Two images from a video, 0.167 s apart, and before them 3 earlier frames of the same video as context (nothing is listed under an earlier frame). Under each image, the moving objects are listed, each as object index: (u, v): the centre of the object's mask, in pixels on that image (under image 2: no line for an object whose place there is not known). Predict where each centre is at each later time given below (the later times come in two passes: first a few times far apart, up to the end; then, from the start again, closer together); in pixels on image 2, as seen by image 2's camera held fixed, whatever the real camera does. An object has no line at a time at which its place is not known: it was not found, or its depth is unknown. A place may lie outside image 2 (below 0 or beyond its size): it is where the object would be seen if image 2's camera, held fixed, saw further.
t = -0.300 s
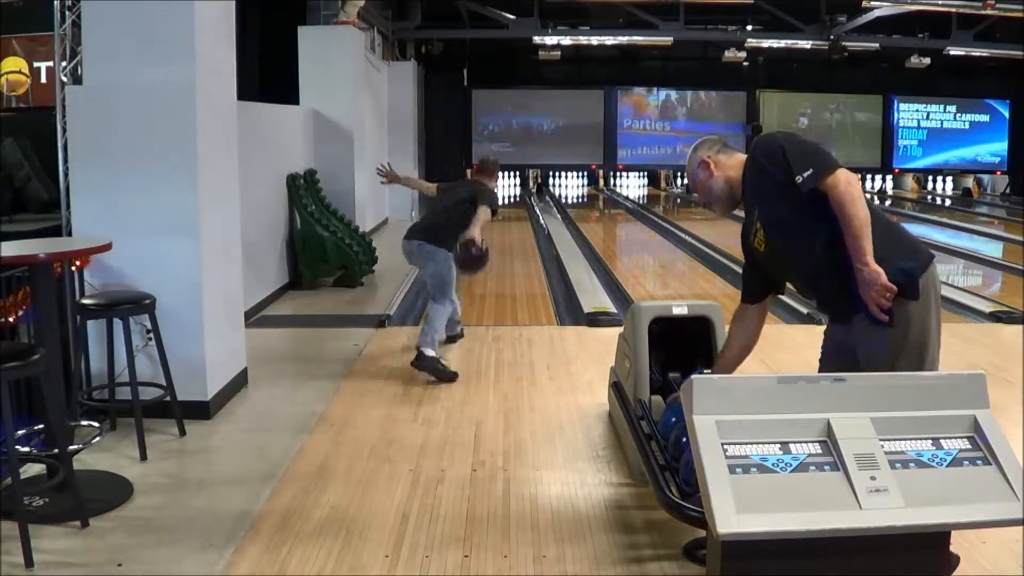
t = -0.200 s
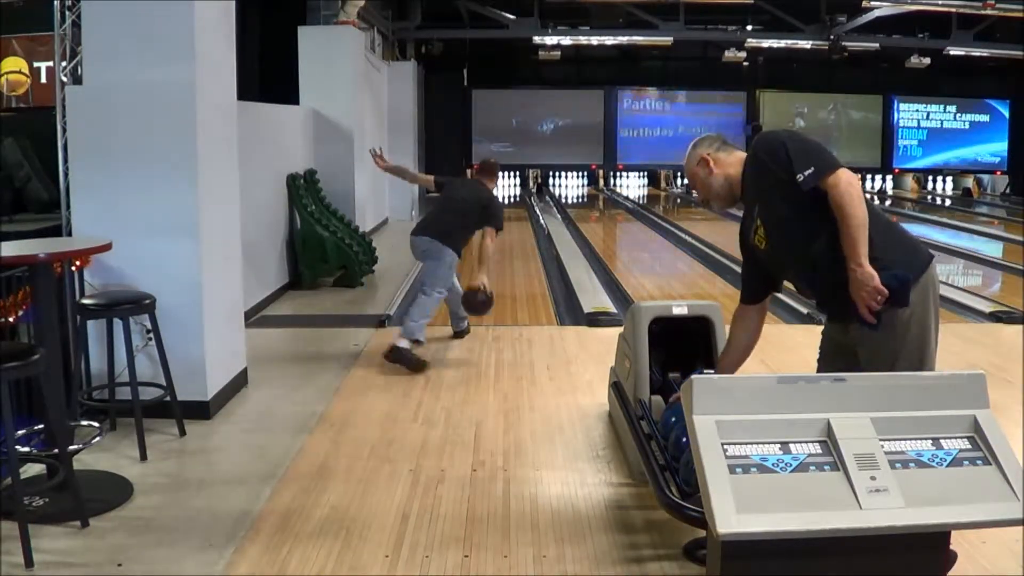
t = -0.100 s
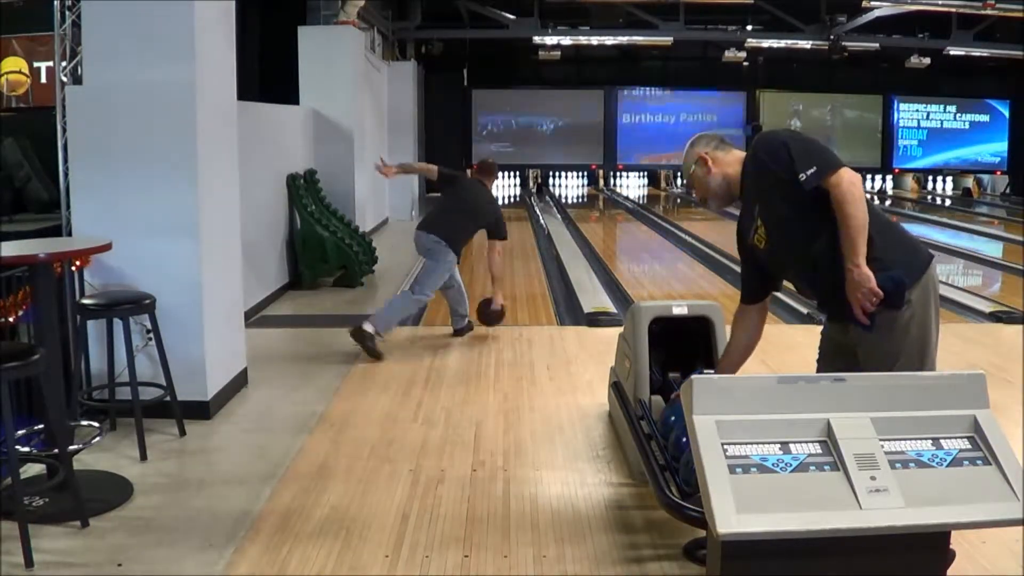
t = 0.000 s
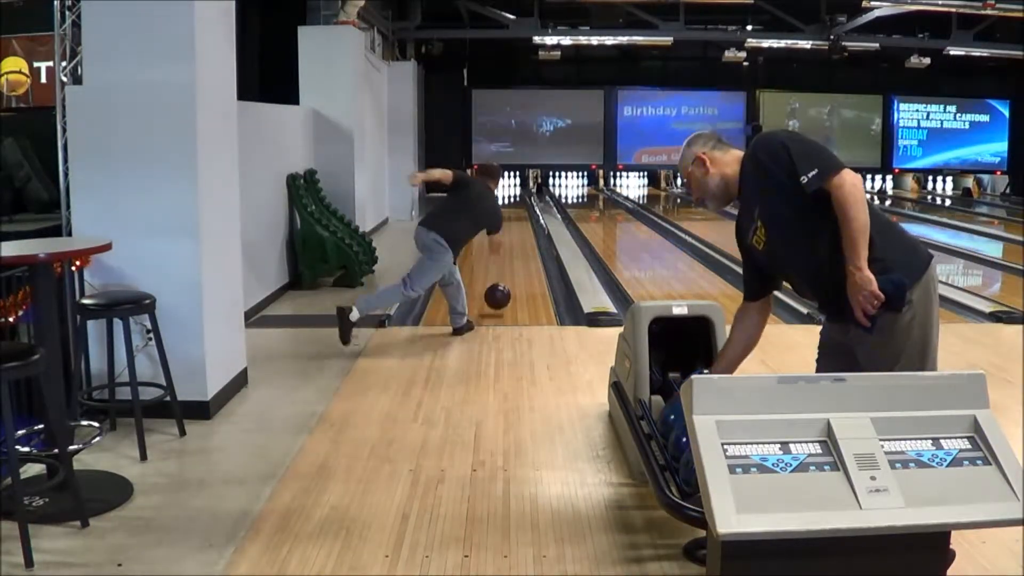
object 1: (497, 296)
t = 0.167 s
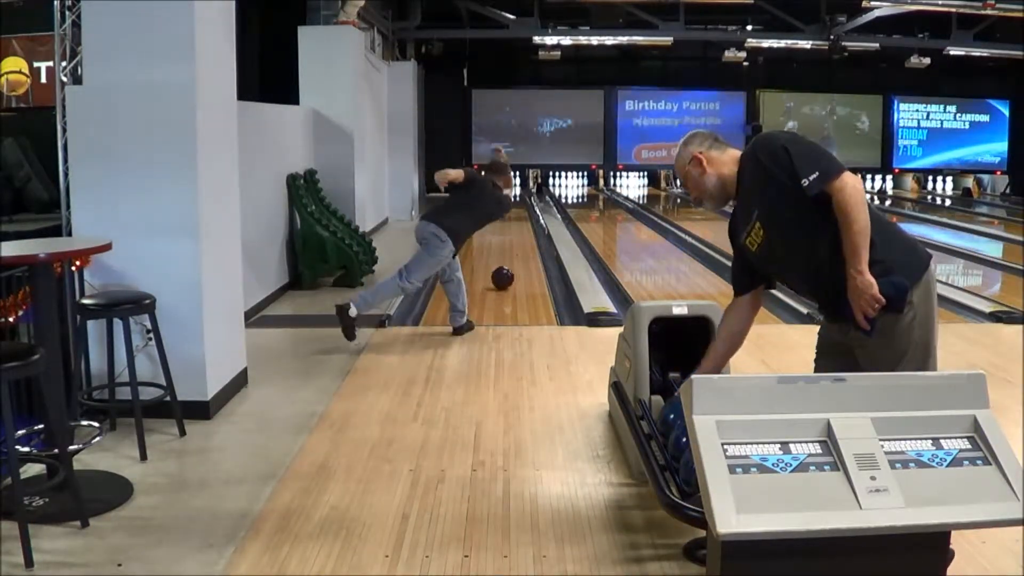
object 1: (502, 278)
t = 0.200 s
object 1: (503, 274)
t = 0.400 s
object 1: (507, 253)
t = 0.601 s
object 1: (506, 240)
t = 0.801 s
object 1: (511, 226)
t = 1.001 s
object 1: (512, 217)
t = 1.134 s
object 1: (513, 213)
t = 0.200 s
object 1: (503, 274)
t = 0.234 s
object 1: (504, 270)
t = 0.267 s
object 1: (505, 266)
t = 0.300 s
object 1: (505, 263)
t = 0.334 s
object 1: (506, 259)
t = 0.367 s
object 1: (506, 256)
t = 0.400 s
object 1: (507, 253)
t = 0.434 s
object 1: (508, 251)
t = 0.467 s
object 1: (508, 248)
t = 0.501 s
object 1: (508, 245)
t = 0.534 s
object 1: (509, 243)
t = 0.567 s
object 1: (509, 240)
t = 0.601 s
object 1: (506, 240)
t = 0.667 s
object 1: (513, 235)
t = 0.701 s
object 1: (511, 232)
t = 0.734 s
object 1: (511, 230)
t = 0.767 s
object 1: (511, 228)
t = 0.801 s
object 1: (511, 226)
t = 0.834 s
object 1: (511, 225)
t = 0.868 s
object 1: (512, 223)
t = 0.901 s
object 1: (512, 221)
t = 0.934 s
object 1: (512, 220)
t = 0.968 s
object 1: (512, 218)
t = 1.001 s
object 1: (512, 217)
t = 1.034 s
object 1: (512, 216)
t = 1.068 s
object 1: (512, 214)
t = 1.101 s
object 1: (512, 213)
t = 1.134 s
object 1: (513, 213)
